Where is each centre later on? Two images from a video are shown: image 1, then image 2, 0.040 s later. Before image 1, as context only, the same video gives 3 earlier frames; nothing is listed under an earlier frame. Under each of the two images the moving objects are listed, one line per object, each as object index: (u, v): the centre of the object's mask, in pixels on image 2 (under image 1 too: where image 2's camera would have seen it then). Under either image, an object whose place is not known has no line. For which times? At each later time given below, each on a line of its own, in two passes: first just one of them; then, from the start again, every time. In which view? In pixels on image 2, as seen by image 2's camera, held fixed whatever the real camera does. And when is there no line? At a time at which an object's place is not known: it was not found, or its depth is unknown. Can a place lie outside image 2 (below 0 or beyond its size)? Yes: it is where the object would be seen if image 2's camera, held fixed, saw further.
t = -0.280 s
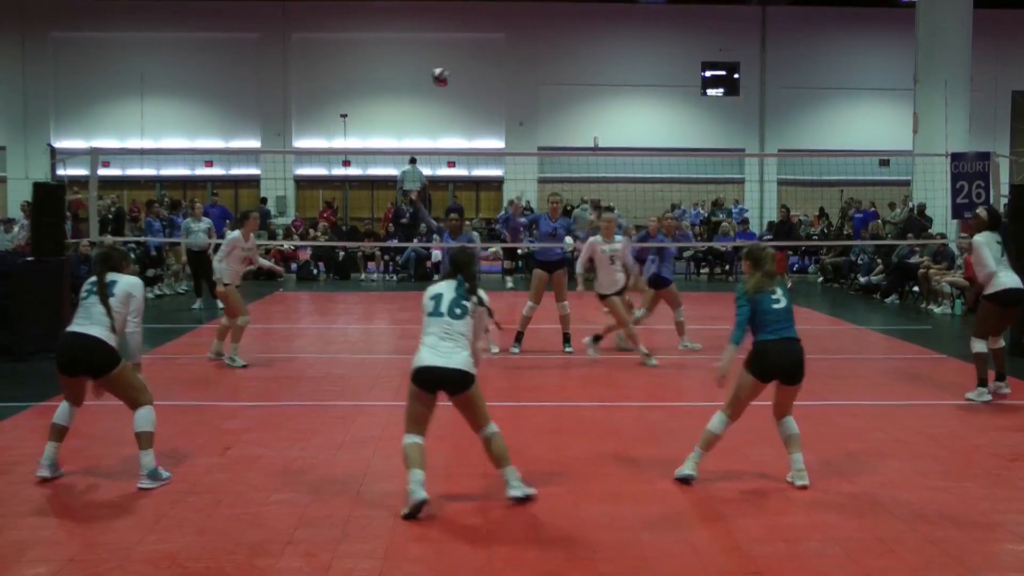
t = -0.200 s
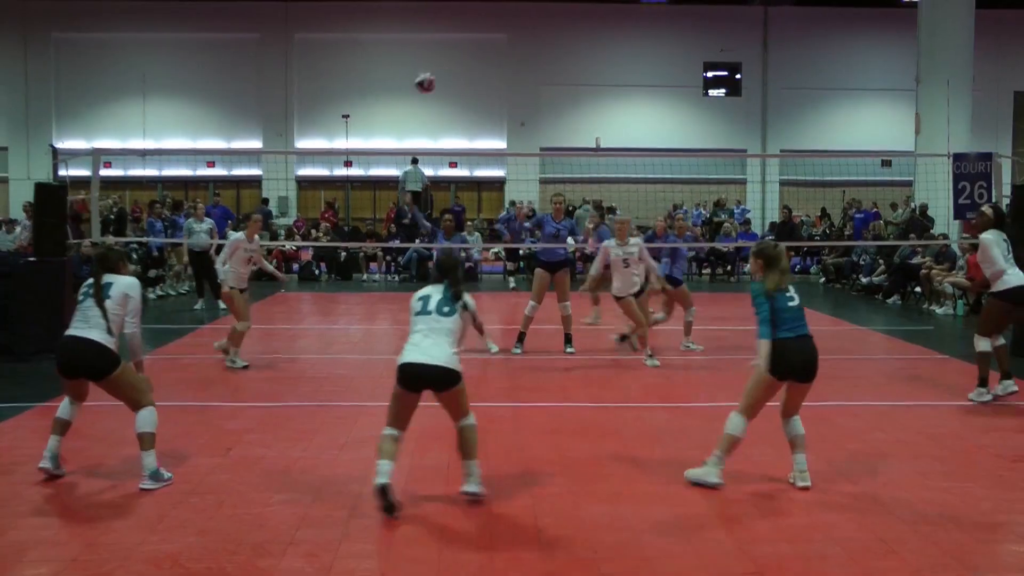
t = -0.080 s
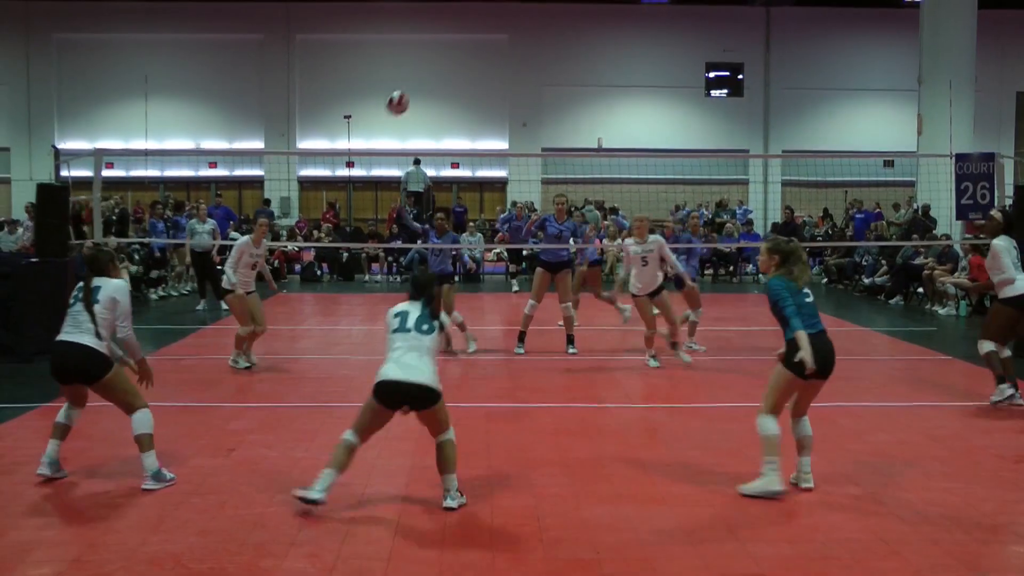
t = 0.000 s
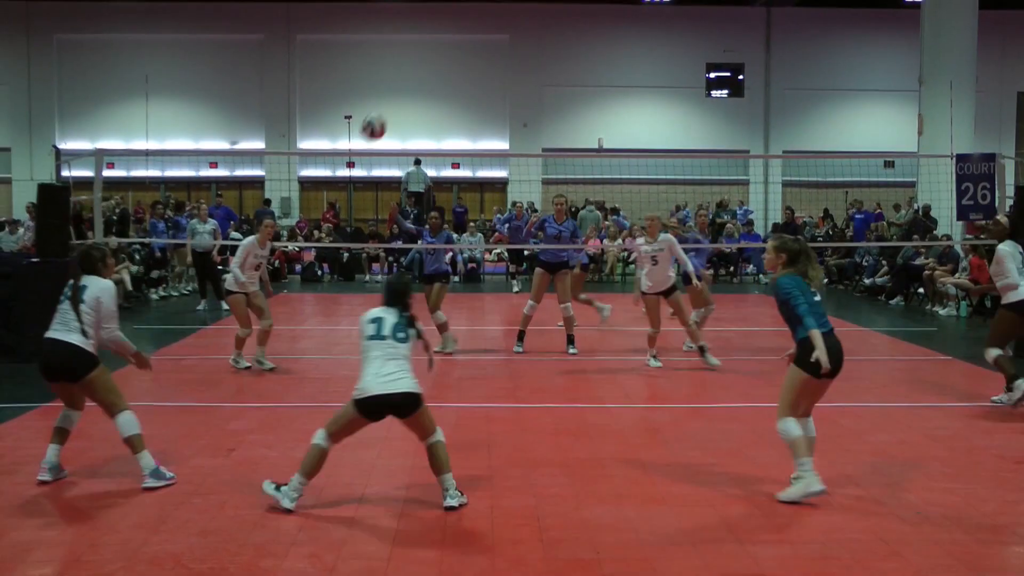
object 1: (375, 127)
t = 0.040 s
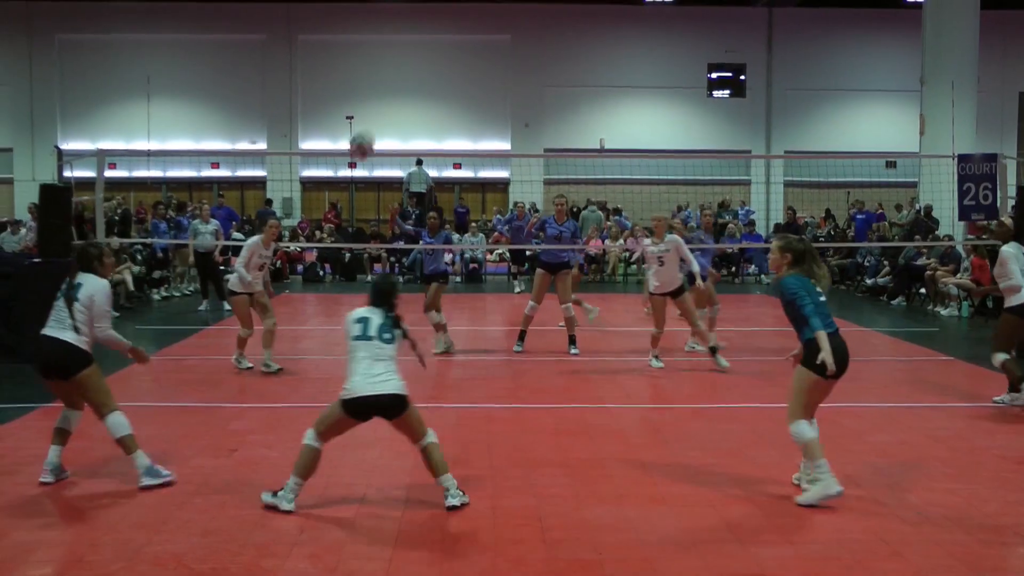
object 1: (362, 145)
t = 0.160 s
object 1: (311, 221)
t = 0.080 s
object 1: (346, 164)
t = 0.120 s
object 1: (328, 191)
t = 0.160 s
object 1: (311, 221)
